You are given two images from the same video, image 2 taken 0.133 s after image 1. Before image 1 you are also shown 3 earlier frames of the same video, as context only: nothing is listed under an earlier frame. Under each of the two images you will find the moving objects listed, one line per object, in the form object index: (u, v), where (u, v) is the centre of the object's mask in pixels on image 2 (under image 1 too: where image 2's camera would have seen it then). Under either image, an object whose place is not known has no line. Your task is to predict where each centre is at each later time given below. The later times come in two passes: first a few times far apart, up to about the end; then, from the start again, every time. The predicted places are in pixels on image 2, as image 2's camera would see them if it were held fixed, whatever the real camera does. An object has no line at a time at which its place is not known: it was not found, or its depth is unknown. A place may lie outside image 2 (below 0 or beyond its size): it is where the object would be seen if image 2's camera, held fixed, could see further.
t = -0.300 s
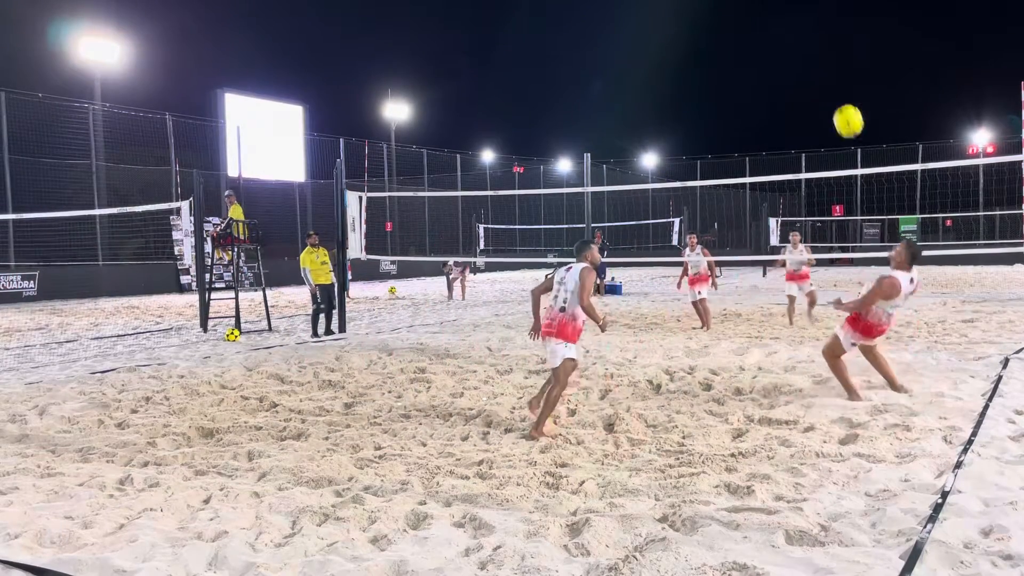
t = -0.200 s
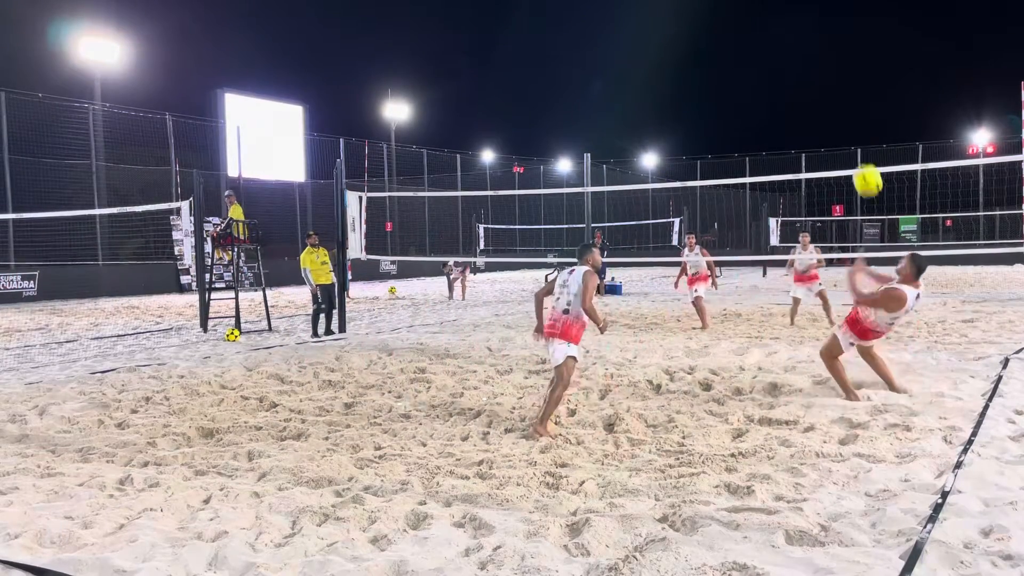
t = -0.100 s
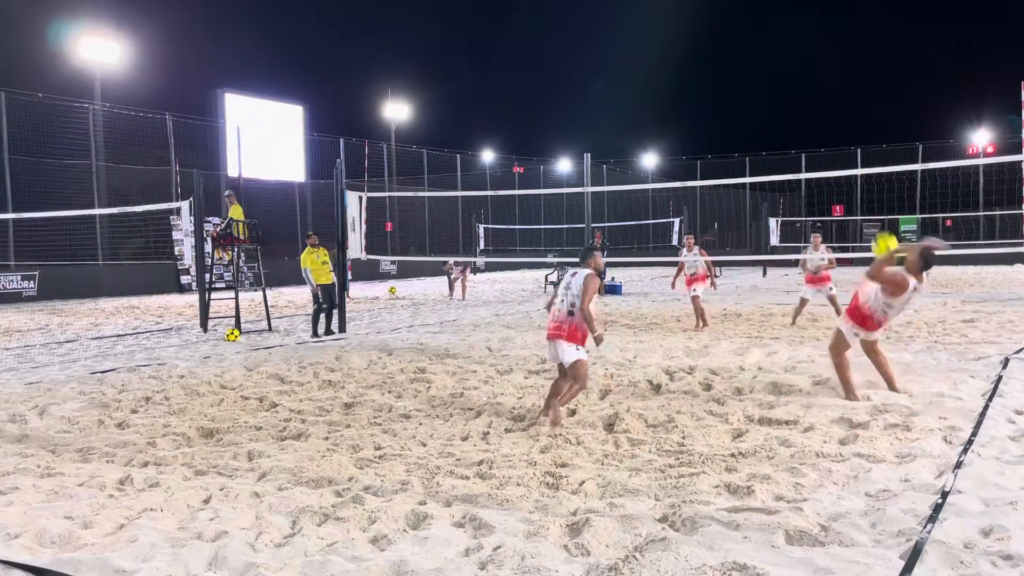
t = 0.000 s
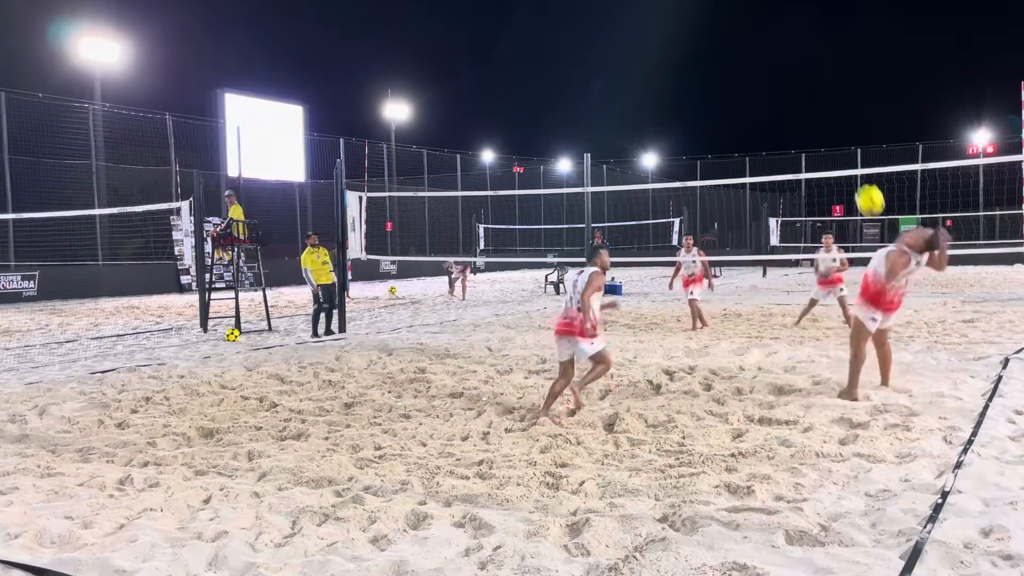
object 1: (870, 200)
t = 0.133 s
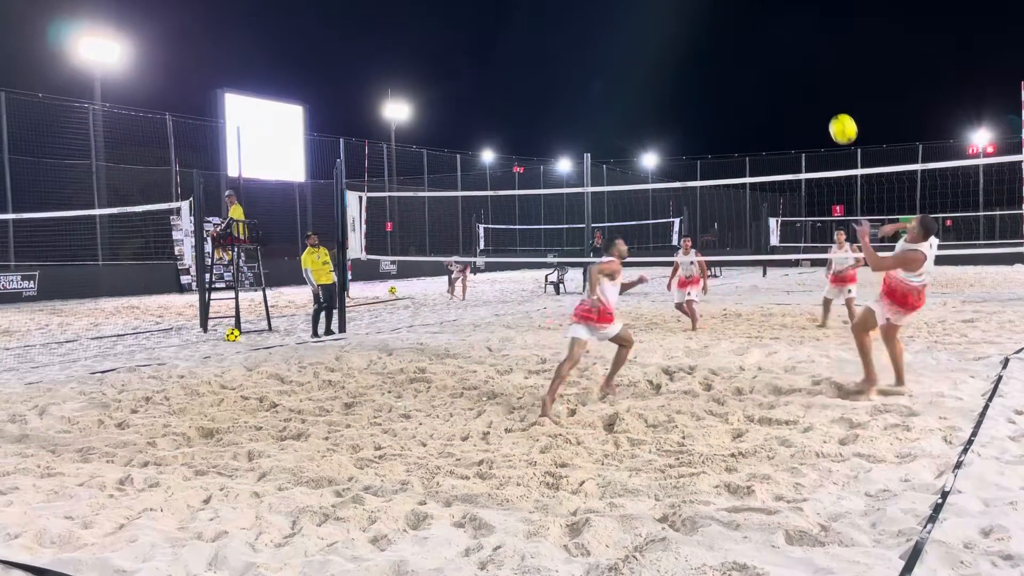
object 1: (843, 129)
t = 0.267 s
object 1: (818, 80)
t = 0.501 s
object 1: (780, 42)
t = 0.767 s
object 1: (742, 67)
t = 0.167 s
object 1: (837, 115)
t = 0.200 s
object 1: (831, 102)
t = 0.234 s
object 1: (824, 90)
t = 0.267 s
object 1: (818, 80)
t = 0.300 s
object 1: (813, 71)
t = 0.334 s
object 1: (807, 63)
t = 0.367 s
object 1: (801, 57)
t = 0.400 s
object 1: (796, 51)
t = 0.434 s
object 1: (790, 47)
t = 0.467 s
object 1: (785, 44)
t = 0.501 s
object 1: (780, 42)
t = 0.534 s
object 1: (775, 41)
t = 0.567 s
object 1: (770, 42)
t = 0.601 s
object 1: (765, 43)
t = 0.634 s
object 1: (760, 46)
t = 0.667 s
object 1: (755, 50)
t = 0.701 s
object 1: (751, 54)
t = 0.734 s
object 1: (746, 60)
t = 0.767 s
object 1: (742, 67)
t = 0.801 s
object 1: (737, 75)
